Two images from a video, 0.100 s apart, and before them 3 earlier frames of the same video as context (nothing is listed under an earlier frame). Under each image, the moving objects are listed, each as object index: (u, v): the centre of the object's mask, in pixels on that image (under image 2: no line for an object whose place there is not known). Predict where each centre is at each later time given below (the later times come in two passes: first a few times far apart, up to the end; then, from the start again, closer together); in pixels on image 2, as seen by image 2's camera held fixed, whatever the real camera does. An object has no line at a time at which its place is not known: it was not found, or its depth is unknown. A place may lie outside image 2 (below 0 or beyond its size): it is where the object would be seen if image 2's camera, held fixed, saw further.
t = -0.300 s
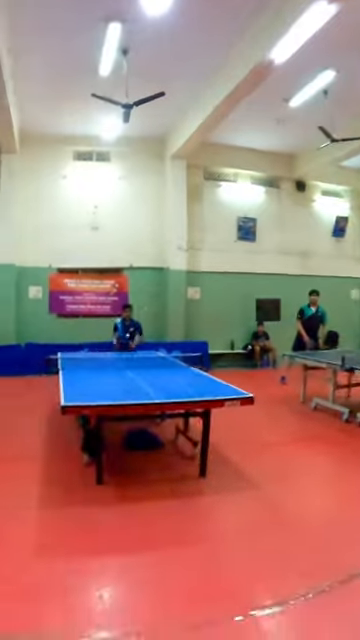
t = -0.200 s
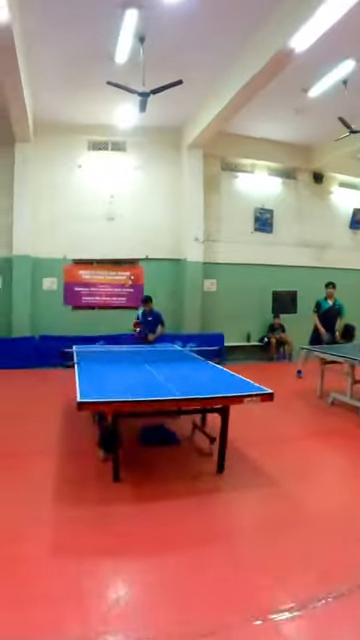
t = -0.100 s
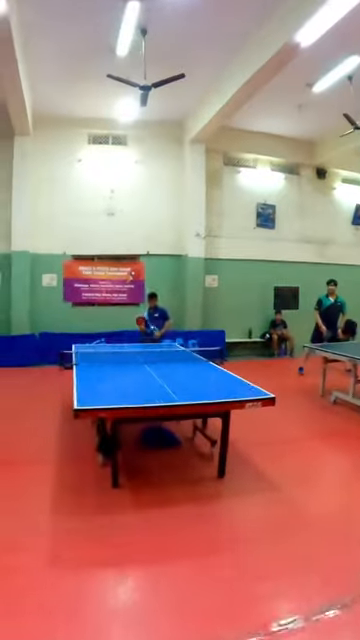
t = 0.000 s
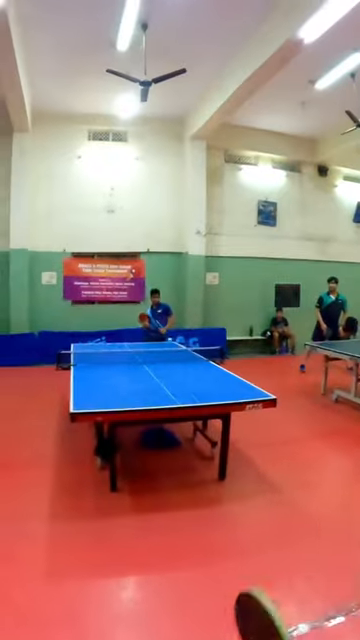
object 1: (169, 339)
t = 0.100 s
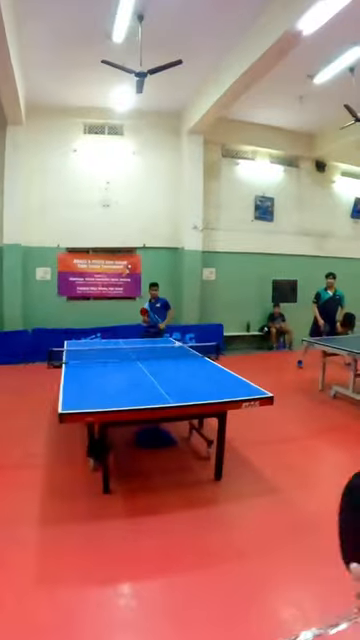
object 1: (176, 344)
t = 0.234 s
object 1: (181, 364)
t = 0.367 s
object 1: (187, 371)
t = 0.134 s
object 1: (177, 346)
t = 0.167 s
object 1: (179, 350)
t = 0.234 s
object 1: (181, 364)
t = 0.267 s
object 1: (182, 375)
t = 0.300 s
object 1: (185, 373)
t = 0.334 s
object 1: (185, 372)
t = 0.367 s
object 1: (187, 371)
